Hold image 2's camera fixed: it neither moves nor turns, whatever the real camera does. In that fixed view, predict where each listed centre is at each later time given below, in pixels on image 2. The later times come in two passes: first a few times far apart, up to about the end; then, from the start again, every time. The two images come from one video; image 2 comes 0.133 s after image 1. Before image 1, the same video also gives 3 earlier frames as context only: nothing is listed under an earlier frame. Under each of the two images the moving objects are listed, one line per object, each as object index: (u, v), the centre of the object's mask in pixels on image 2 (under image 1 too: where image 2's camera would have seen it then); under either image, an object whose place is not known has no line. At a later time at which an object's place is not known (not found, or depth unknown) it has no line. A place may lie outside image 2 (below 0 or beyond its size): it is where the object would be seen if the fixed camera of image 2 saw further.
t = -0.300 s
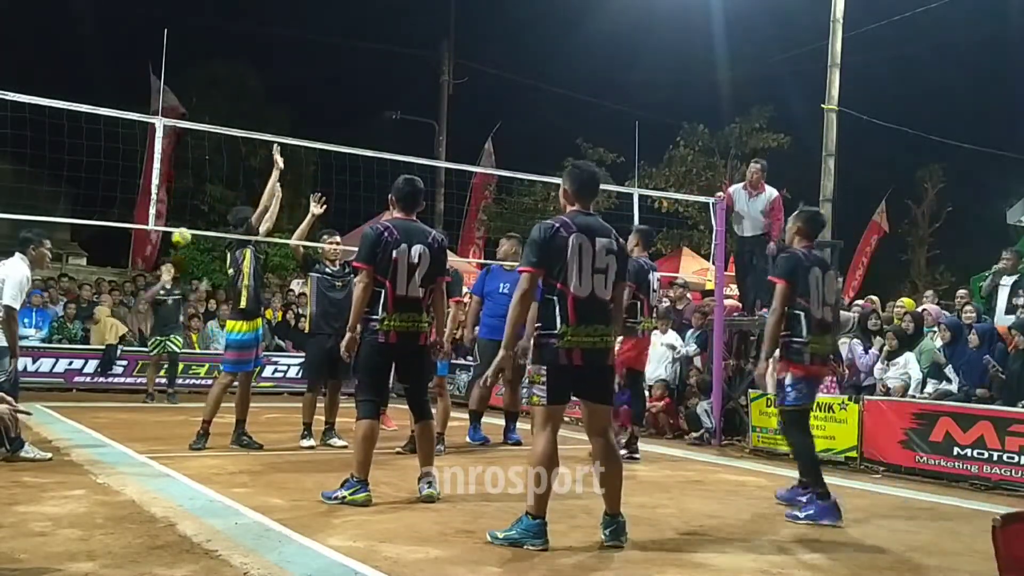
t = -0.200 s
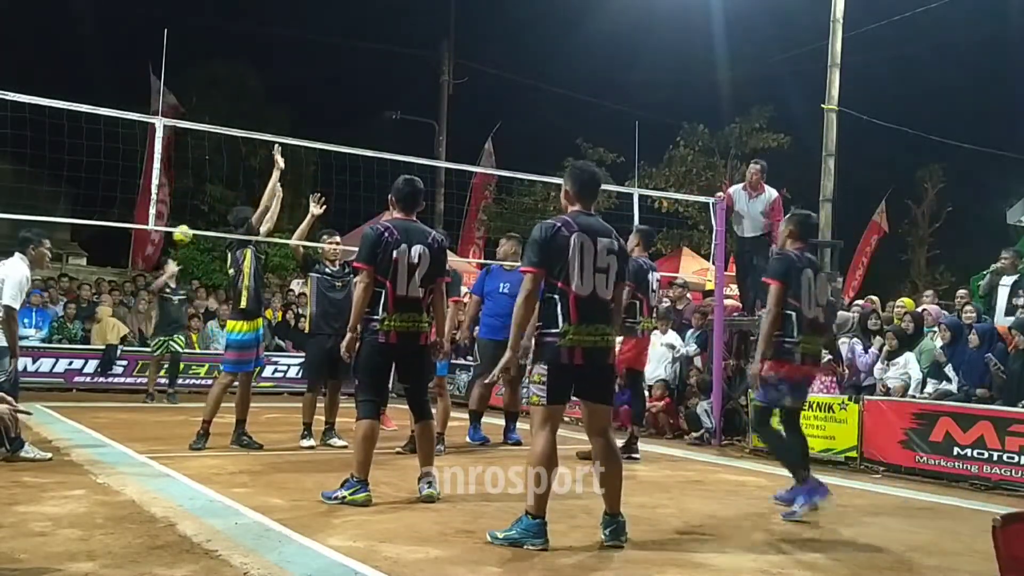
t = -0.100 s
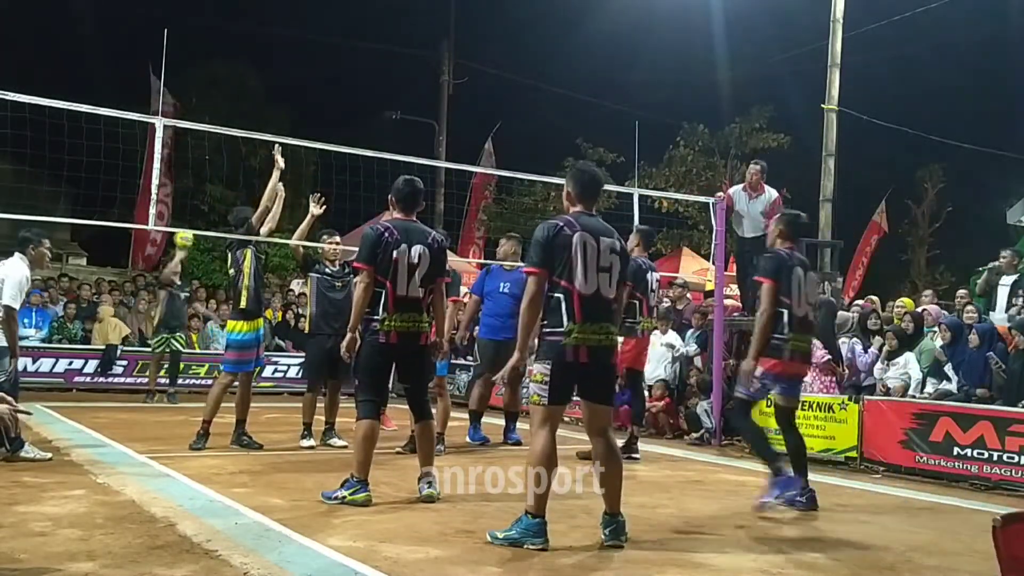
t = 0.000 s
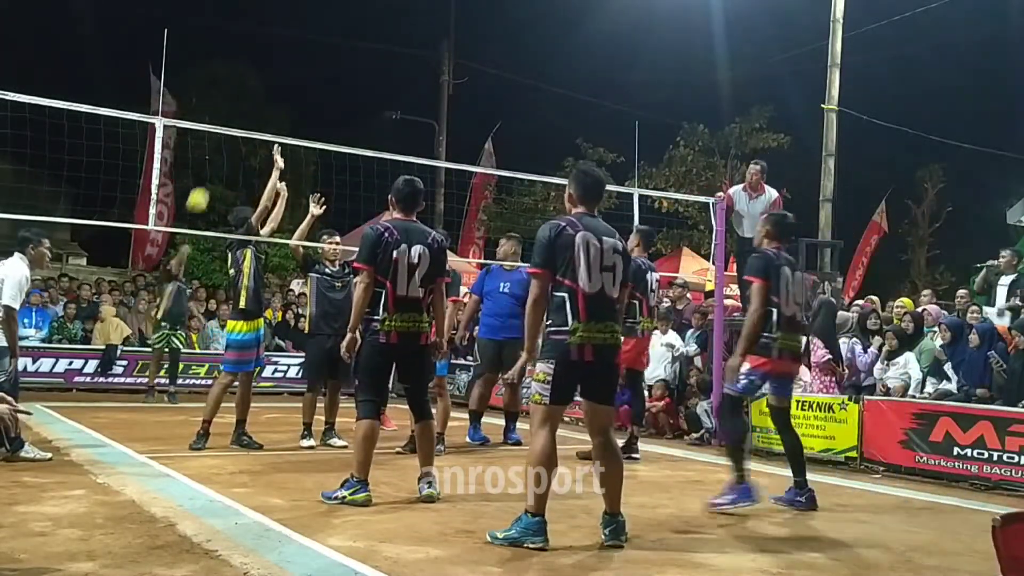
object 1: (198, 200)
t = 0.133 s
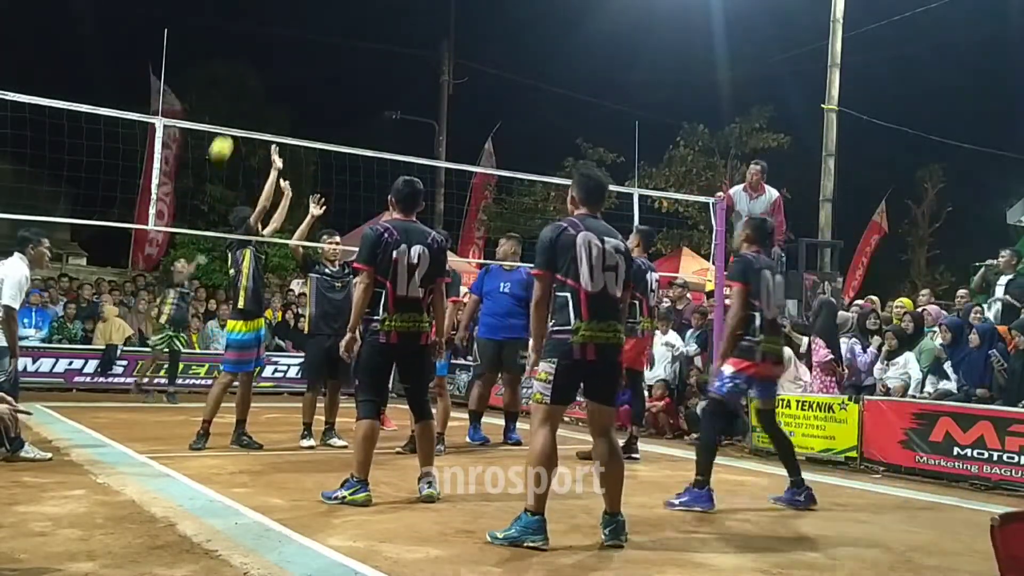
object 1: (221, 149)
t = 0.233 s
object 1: (241, 116)
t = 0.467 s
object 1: (295, 66)
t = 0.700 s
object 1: (360, 60)
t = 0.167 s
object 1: (227, 138)
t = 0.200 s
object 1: (236, 122)
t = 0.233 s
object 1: (241, 116)
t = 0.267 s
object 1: (248, 106)
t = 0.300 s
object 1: (255, 98)
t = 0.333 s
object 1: (263, 90)
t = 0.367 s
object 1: (271, 82)
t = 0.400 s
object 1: (279, 76)
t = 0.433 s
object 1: (286, 71)
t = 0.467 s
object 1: (295, 66)
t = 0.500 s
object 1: (303, 62)
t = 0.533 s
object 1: (312, 58)
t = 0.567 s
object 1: (321, 56)
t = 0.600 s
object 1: (330, 55)
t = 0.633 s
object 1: (340, 55)
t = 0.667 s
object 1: (350, 57)
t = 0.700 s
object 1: (360, 60)
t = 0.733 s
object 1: (370, 64)
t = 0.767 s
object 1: (382, 69)
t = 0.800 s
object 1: (393, 75)
